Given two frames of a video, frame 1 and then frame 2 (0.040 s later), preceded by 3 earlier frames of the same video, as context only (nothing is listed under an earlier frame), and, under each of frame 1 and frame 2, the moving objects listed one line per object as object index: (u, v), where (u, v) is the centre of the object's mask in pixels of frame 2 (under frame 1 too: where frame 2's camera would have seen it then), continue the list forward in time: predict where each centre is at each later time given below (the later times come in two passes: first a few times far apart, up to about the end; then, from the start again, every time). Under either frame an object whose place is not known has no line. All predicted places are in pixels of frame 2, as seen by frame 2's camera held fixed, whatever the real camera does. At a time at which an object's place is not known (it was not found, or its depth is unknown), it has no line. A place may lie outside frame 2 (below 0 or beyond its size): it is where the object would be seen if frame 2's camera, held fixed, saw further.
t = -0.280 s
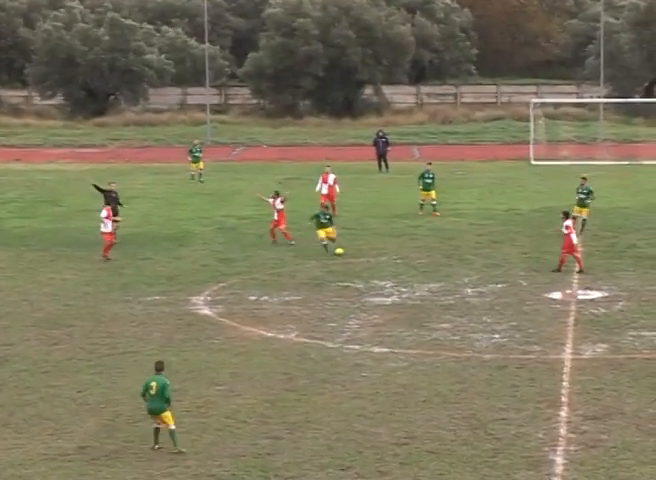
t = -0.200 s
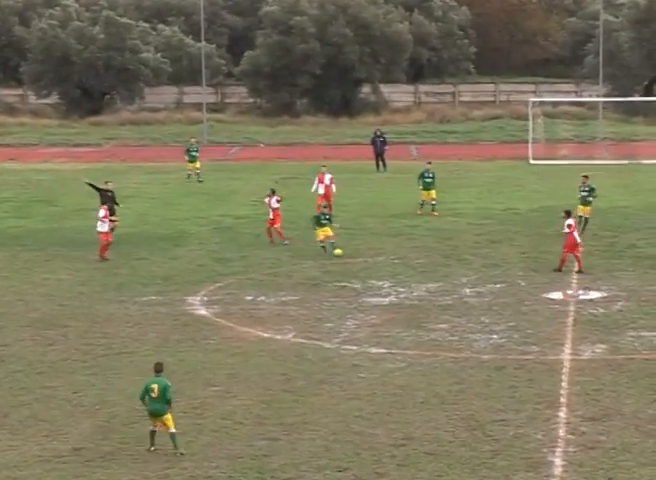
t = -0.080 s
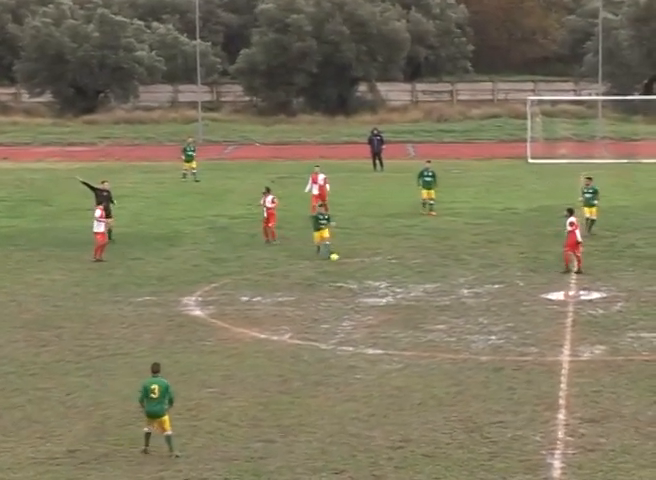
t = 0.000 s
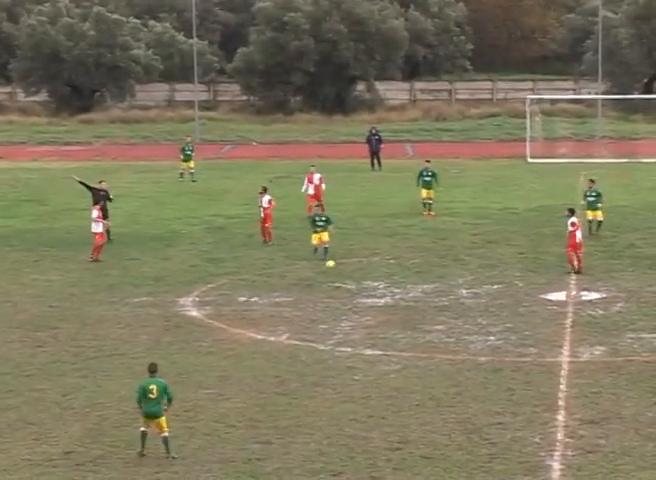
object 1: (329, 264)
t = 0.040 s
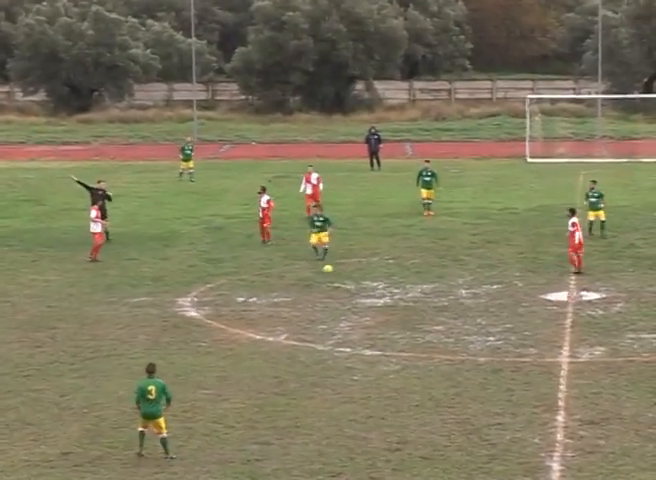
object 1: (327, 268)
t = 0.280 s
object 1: (313, 297)
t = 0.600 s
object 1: (279, 328)
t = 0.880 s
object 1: (238, 358)
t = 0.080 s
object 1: (325, 274)
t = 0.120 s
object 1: (323, 279)
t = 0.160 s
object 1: (321, 286)
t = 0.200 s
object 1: (318, 292)
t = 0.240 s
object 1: (316, 294)
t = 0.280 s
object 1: (313, 297)
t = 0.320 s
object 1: (309, 301)
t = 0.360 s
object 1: (305, 305)
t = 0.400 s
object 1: (302, 311)
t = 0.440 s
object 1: (298, 316)
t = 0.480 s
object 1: (293, 319)
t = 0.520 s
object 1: (289, 321)
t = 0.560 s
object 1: (284, 324)
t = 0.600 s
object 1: (279, 328)
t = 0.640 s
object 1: (274, 333)
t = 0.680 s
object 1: (269, 339)
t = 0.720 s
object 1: (263, 345)
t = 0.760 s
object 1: (257, 348)
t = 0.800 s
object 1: (251, 351)
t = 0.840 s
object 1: (244, 354)
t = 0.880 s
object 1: (238, 358)
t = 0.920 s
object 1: (231, 363)
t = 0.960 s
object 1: (224, 370)
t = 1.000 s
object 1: (217, 374)
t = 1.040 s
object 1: (210, 377)
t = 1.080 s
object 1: (203, 380)
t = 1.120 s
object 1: (196, 385)
